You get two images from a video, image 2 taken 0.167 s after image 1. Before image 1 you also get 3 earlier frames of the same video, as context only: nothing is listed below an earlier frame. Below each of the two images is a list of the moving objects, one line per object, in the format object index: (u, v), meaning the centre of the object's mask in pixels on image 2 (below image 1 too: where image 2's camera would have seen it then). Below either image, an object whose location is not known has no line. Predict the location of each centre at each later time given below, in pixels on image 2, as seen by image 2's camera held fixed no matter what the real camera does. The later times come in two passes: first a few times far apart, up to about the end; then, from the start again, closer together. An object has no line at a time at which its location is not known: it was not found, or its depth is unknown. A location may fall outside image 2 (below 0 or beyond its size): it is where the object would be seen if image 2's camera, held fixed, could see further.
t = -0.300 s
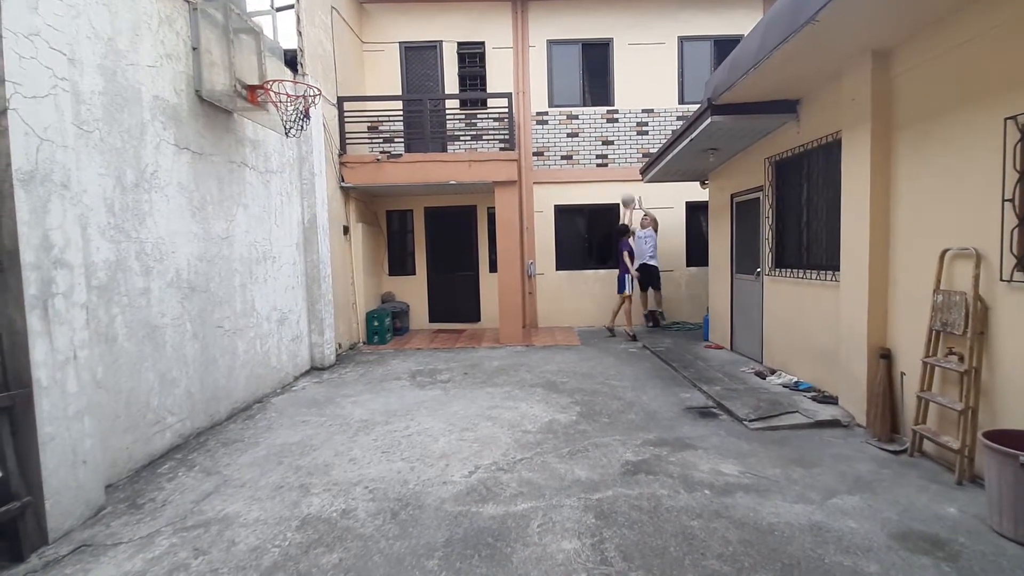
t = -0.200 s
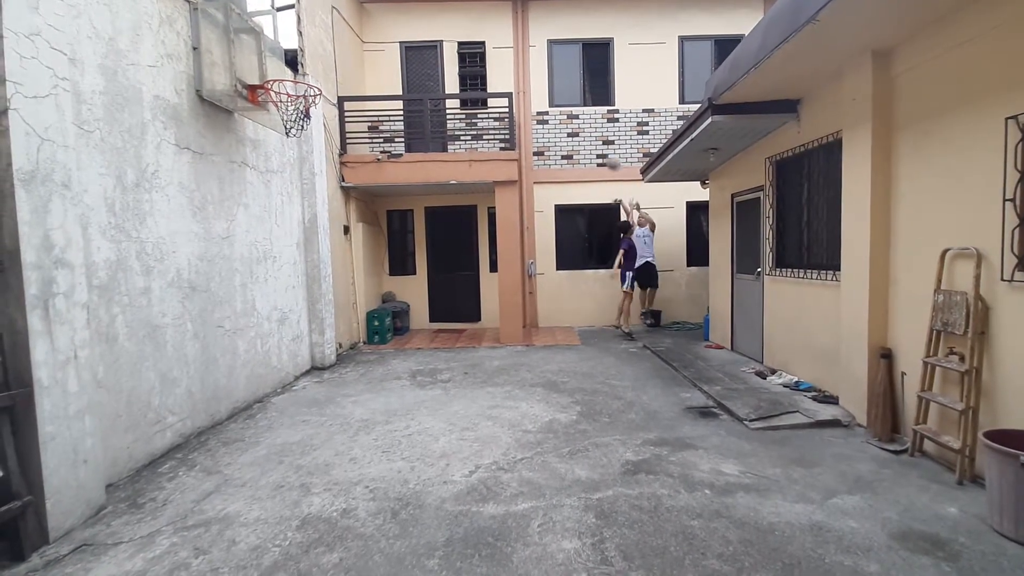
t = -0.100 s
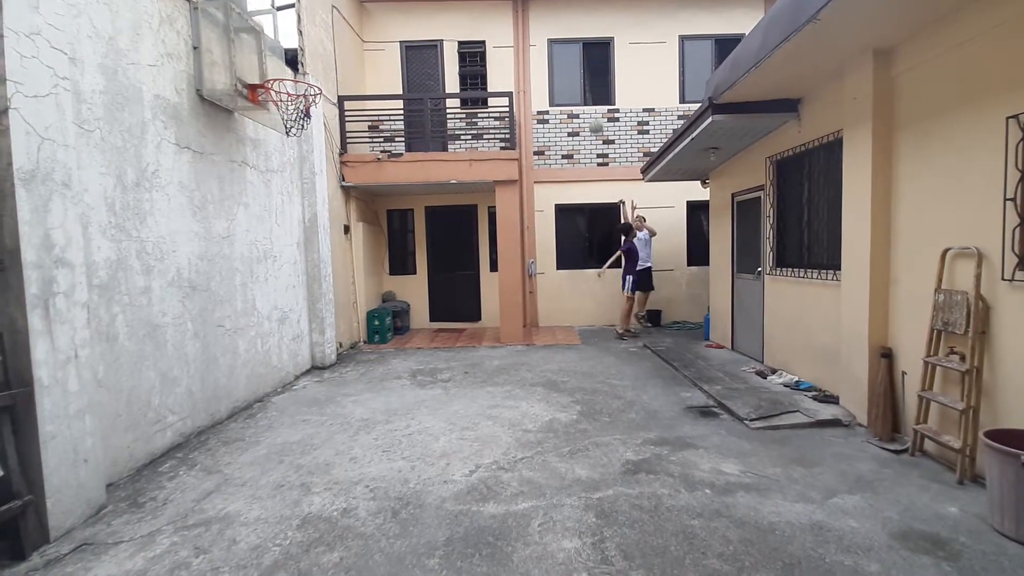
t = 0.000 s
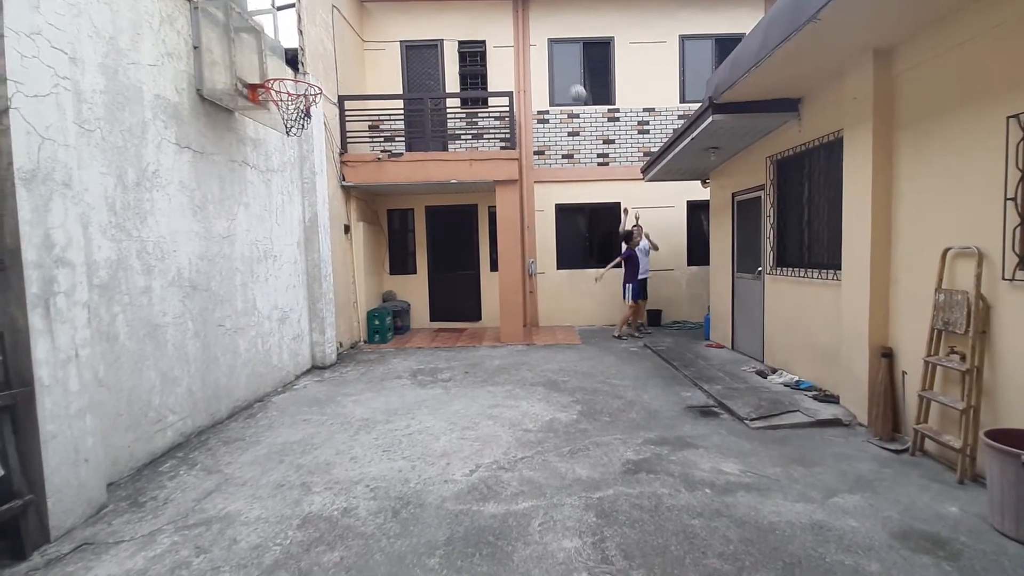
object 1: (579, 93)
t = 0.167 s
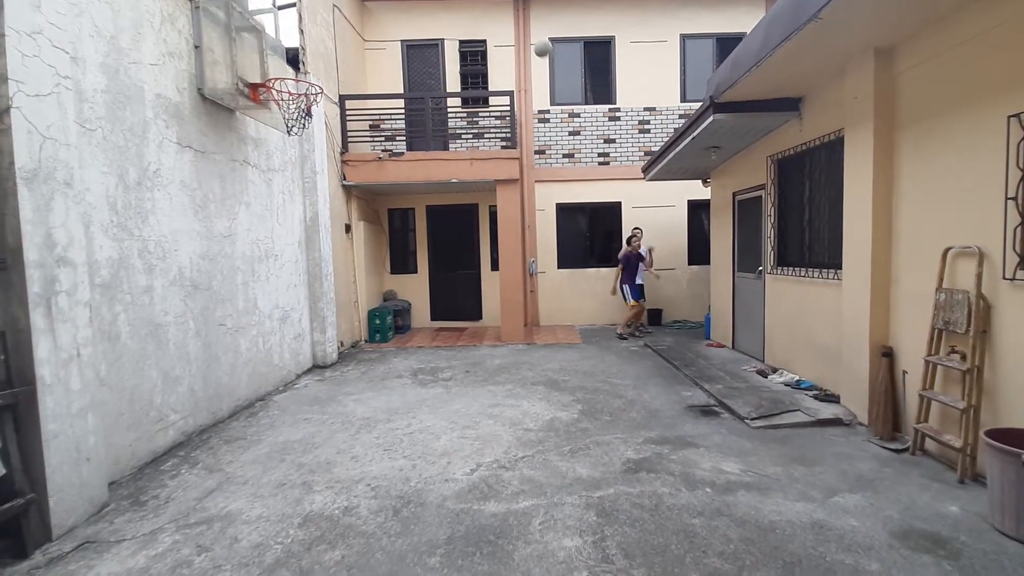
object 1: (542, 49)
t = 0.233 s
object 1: (526, 32)
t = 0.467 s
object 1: (462, 7)
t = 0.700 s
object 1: (379, 17)
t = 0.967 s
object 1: (248, 129)
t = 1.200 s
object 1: (131, 336)
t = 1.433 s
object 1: (199, 444)
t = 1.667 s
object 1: (311, 338)
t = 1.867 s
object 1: (417, 315)
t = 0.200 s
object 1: (534, 41)
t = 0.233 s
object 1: (526, 32)
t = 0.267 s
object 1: (518, 26)
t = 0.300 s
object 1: (509, 20)
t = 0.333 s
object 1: (500, 15)
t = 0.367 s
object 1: (491, 11)
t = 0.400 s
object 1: (481, 9)
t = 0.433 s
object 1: (472, 8)
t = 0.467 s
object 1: (462, 7)
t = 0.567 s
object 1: (429, 7)
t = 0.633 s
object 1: (405, 10)
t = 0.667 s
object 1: (392, 12)
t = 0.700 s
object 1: (379, 17)
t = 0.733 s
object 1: (365, 25)
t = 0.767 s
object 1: (349, 36)
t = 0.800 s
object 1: (334, 47)
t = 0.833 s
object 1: (318, 60)
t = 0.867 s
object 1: (301, 72)
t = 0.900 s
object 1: (284, 90)
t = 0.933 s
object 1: (267, 107)
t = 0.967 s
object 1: (248, 129)
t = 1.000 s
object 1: (229, 151)
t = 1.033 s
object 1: (208, 179)
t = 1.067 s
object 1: (187, 208)
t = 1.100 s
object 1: (165, 239)
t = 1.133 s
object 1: (141, 276)
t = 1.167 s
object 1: (123, 312)
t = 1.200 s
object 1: (131, 336)
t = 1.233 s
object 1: (137, 363)
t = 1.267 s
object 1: (145, 392)
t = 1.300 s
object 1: (152, 426)
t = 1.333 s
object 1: (162, 457)
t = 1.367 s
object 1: (170, 489)
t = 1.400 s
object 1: (185, 464)
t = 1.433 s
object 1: (199, 444)
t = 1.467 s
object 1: (215, 425)
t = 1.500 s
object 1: (229, 407)
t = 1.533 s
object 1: (245, 393)
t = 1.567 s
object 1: (261, 375)
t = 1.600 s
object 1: (276, 362)
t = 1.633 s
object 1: (293, 350)
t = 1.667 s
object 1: (311, 338)
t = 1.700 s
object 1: (328, 329)
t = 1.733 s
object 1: (346, 323)
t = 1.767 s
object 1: (365, 318)
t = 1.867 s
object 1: (417, 315)
